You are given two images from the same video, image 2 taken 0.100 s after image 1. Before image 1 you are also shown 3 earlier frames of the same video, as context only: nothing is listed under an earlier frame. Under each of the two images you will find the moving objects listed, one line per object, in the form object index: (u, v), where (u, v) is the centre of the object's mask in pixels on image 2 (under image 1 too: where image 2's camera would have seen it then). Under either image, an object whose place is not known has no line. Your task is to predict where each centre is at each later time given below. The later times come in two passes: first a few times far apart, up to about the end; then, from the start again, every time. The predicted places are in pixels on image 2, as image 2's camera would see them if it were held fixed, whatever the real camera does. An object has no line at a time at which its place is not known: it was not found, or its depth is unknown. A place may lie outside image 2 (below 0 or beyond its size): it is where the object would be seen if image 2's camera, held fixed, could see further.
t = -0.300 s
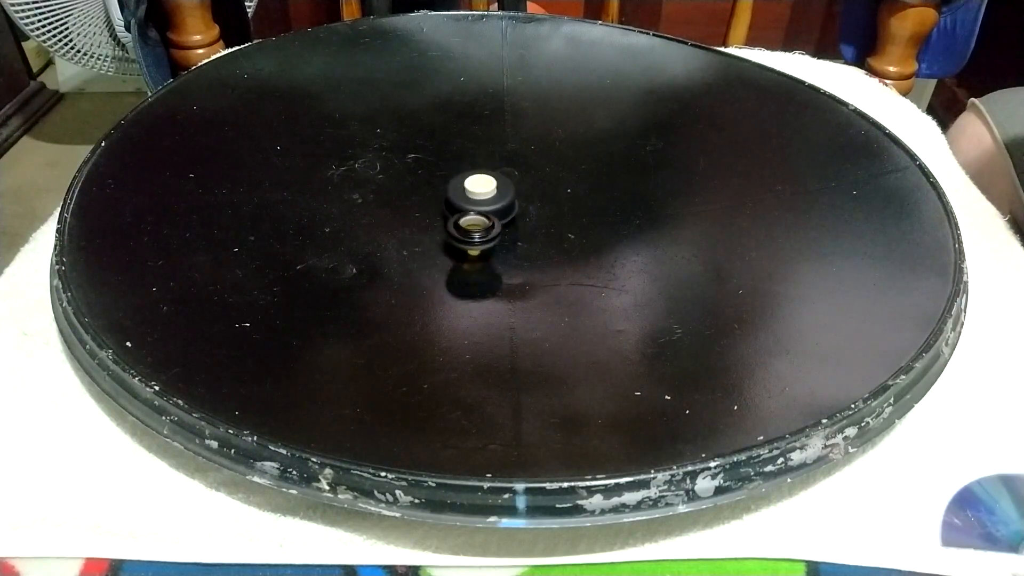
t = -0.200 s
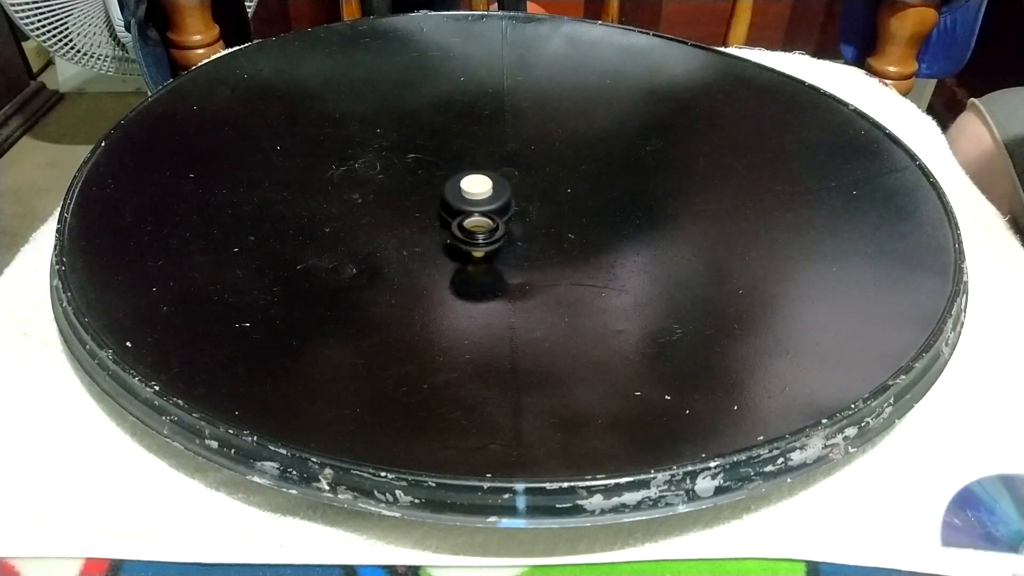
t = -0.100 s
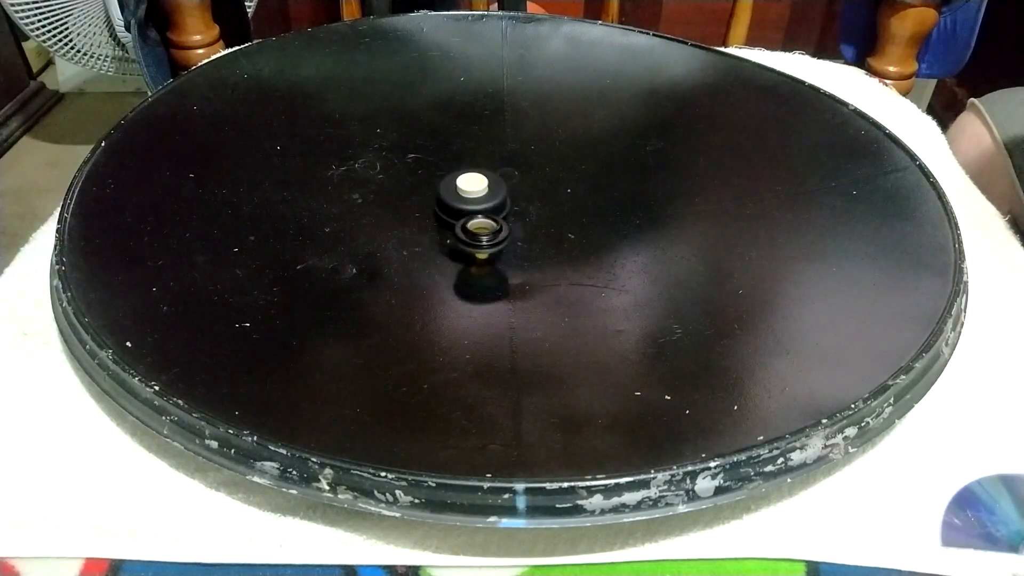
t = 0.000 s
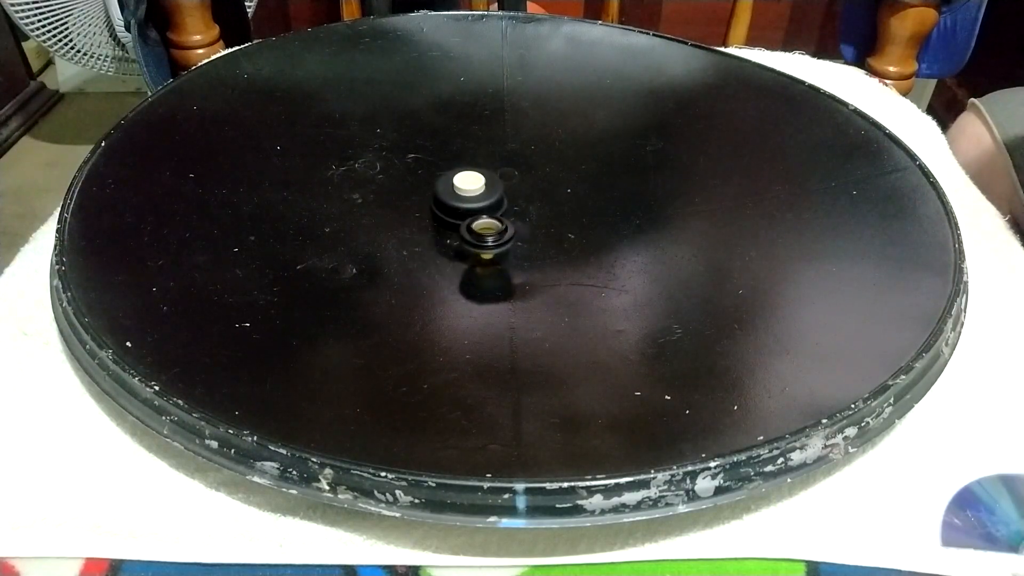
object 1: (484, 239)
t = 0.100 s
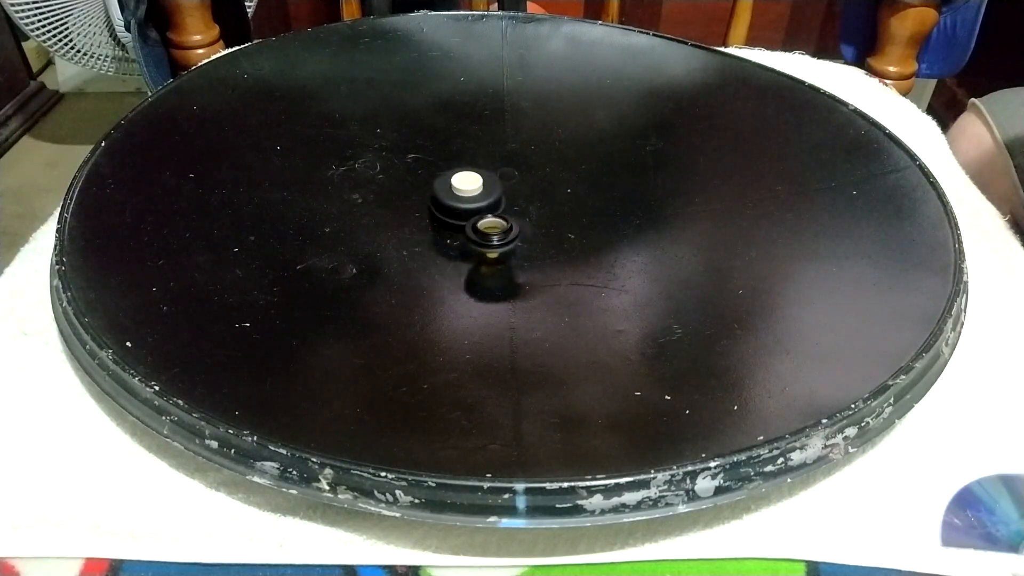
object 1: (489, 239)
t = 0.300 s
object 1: (496, 234)
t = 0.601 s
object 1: (503, 228)
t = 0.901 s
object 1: (510, 217)
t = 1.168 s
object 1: (509, 204)
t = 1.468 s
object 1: (506, 194)
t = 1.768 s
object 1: (494, 192)
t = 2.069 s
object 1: (485, 192)
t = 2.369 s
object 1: (484, 197)
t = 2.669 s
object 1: (487, 196)
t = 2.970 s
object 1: (496, 192)
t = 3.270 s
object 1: (504, 190)
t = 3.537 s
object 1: (500, 185)
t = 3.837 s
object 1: (487, 186)
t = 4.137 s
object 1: (471, 189)
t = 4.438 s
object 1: (453, 198)
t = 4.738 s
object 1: (436, 205)
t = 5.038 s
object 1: (433, 217)
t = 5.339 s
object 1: (440, 227)
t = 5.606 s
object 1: (460, 228)
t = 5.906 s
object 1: (466, 232)
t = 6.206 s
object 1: (476, 224)
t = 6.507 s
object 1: (459, 226)
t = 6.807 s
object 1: (446, 222)
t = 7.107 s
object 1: (438, 226)
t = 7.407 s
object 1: (444, 234)
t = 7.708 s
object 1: (455, 237)
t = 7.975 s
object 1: (464, 239)
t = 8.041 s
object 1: (468, 237)
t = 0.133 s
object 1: (491, 238)
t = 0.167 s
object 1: (493, 238)
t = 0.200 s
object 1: (494, 237)
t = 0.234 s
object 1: (495, 236)
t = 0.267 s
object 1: (496, 235)
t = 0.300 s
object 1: (496, 234)
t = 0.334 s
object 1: (497, 233)
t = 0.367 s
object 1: (497, 231)
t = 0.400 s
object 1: (497, 230)
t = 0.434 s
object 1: (499, 230)
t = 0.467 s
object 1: (499, 229)
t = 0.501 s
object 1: (499, 229)
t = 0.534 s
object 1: (500, 229)
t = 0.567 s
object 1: (502, 228)
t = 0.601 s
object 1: (503, 228)
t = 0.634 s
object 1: (504, 227)
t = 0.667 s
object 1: (505, 227)
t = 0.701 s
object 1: (506, 225)
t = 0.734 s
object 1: (506, 225)
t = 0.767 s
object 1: (508, 224)
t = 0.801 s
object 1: (508, 222)
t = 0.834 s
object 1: (509, 220)
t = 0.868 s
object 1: (509, 219)
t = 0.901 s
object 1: (510, 217)
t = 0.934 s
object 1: (510, 216)
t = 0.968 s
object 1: (510, 214)
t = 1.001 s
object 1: (510, 212)
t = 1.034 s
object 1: (510, 210)
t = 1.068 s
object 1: (510, 209)
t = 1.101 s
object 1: (510, 207)
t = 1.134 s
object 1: (509, 206)
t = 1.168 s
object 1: (509, 204)
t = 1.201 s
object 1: (508, 202)
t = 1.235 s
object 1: (508, 200)
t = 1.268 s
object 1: (508, 198)
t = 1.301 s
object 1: (507, 198)
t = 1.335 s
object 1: (507, 196)
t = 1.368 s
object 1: (507, 196)
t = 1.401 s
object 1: (507, 195)
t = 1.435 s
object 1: (506, 195)
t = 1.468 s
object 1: (506, 194)
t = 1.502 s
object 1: (505, 194)
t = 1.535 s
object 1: (505, 194)
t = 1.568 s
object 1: (504, 194)
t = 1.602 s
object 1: (502, 193)
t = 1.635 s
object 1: (501, 193)
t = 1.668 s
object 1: (500, 194)
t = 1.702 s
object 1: (499, 190)
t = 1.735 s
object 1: (496, 191)
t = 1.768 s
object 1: (494, 192)
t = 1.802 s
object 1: (493, 193)
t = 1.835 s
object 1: (491, 193)
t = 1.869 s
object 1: (489, 193)
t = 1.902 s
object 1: (487, 193)
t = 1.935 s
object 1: (486, 194)
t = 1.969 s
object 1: (485, 194)
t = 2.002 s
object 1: (485, 193)
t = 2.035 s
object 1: (484, 193)
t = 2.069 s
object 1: (485, 192)
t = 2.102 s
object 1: (485, 192)
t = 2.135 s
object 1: (485, 192)
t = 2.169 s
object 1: (485, 192)
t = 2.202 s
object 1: (485, 192)
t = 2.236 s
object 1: (484, 196)
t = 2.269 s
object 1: (485, 192)
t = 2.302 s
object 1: (486, 193)
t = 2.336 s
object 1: (485, 194)
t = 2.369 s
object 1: (484, 197)
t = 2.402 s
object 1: (484, 195)
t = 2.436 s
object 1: (484, 195)
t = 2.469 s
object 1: (483, 196)
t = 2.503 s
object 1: (483, 196)
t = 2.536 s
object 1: (483, 196)
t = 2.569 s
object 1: (483, 195)
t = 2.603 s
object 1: (484, 195)
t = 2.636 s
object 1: (485, 195)
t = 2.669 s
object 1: (487, 196)
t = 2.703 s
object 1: (488, 196)
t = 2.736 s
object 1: (489, 195)
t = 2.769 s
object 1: (490, 197)
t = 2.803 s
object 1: (490, 195)
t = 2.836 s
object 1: (491, 195)
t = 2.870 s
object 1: (493, 194)
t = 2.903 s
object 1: (495, 193)
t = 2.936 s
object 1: (496, 192)
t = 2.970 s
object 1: (496, 192)
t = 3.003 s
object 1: (499, 192)
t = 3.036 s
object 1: (501, 193)
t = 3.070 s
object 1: (502, 193)
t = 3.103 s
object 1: (502, 193)
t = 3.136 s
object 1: (502, 192)
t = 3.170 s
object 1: (503, 192)
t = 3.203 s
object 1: (503, 191)
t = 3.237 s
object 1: (504, 191)
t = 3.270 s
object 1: (504, 190)
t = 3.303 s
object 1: (504, 190)
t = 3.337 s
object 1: (503, 188)
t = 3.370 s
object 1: (501, 188)
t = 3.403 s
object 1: (501, 188)
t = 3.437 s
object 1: (501, 188)
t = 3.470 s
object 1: (500, 186)
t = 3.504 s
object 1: (500, 186)
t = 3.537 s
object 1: (500, 185)
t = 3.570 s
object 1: (500, 185)
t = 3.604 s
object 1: (498, 185)
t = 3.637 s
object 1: (497, 185)
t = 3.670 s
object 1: (496, 185)
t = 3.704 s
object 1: (494, 185)
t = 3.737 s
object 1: (492, 185)
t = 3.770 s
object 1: (490, 186)
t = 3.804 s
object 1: (488, 186)
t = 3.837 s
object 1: (487, 186)
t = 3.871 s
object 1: (484, 187)
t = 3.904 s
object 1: (482, 187)
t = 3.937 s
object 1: (480, 186)
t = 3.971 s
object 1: (477, 187)
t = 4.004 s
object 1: (475, 187)
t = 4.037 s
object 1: (474, 188)
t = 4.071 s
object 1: (473, 188)
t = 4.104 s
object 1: (472, 188)
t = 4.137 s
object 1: (471, 189)
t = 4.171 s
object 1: (471, 190)
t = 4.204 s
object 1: (470, 190)
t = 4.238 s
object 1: (467, 190)
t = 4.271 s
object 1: (465, 192)
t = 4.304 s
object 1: (464, 193)
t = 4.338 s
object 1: (460, 195)
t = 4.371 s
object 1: (456, 195)
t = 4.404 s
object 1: (454, 197)
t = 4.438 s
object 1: (453, 198)
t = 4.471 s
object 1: (452, 199)
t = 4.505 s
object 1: (450, 200)
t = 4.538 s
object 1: (446, 200)
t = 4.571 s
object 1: (443, 201)
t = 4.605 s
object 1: (442, 202)
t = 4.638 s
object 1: (440, 202)
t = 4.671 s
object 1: (438, 203)
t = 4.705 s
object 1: (438, 204)
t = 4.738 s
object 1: (436, 205)
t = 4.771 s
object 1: (435, 206)
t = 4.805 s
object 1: (434, 208)
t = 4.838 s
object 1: (434, 209)
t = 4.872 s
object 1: (434, 211)
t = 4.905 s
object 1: (435, 212)
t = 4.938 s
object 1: (434, 214)
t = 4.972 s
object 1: (434, 215)
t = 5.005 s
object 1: (434, 217)
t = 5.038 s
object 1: (433, 217)
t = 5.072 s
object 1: (433, 218)
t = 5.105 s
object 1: (434, 220)
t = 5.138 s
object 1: (433, 221)
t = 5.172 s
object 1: (433, 223)
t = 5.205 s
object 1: (435, 224)
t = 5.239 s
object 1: (436, 225)
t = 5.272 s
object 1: (437, 226)
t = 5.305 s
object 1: (438, 227)
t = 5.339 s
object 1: (440, 227)
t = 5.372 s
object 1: (443, 228)
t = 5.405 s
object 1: (446, 228)
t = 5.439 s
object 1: (448, 229)
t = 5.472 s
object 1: (450, 229)
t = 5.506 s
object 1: (452, 229)
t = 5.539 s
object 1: (454, 229)
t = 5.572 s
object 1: (457, 229)
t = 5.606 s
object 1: (460, 228)
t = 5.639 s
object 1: (461, 229)
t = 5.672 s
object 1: (461, 230)
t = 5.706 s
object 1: (462, 231)
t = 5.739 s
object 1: (462, 231)
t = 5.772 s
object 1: (463, 231)
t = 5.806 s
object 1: (463, 232)
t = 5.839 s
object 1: (464, 233)
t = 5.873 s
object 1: (465, 233)
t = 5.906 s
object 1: (466, 232)
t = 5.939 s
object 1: (467, 232)
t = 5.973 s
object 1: (469, 231)
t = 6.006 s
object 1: (470, 230)
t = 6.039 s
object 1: (471, 230)
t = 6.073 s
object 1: (473, 230)
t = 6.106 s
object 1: (474, 228)
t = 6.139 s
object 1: (474, 227)
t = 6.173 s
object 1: (475, 225)
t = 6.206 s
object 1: (476, 224)
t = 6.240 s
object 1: (475, 224)
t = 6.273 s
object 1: (475, 225)
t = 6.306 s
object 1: (473, 226)
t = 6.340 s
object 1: (472, 227)
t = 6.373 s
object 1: (468, 227)
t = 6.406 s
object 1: (465, 227)
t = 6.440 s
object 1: (464, 226)
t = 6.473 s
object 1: (461, 226)
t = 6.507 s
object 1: (459, 226)
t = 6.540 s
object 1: (458, 226)
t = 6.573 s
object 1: (455, 225)
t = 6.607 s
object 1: (454, 224)
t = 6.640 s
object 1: (452, 224)
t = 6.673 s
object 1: (450, 222)
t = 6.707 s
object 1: (450, 222)
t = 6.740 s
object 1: (448, 222)
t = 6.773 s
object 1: (447, 222)
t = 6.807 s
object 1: (446, 222)
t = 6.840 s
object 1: (445, 223)
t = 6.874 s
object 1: (444, 223)
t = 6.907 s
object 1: (443, 223)
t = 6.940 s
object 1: (442, 223)
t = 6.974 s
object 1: (442, 223)
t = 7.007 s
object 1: (441, 223)
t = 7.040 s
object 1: (440, 223)
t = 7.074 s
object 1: (439, 225)
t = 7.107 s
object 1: (438, 226)
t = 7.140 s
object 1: (437, 227)
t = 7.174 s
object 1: (437, 229)
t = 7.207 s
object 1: (437, 231)
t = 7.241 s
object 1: (438, 232)
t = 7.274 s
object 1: (439, 233)
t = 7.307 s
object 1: (440, 233)
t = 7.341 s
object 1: (441, 234)
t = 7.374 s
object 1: (442, 234)
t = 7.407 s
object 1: (444, 234)
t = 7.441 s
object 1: (446, 234)
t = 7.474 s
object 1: (447, 234)
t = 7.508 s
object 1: (450, 234)
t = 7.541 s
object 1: (452, 234)
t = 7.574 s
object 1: (454, 232)
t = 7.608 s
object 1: (455, 232)
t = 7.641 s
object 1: (455, 234)
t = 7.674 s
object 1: (456, 236)
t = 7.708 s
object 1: (455, 237)
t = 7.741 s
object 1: (455, 239)
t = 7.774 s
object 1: (456, 239)
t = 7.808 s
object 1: (457, 239)
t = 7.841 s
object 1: (457, 240)
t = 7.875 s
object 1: (459, 240)
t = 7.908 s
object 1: (461, 240)
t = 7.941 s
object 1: (462, 240)
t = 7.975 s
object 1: (464, 239)
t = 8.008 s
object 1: (466, 239)
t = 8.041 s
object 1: (468, 237)
